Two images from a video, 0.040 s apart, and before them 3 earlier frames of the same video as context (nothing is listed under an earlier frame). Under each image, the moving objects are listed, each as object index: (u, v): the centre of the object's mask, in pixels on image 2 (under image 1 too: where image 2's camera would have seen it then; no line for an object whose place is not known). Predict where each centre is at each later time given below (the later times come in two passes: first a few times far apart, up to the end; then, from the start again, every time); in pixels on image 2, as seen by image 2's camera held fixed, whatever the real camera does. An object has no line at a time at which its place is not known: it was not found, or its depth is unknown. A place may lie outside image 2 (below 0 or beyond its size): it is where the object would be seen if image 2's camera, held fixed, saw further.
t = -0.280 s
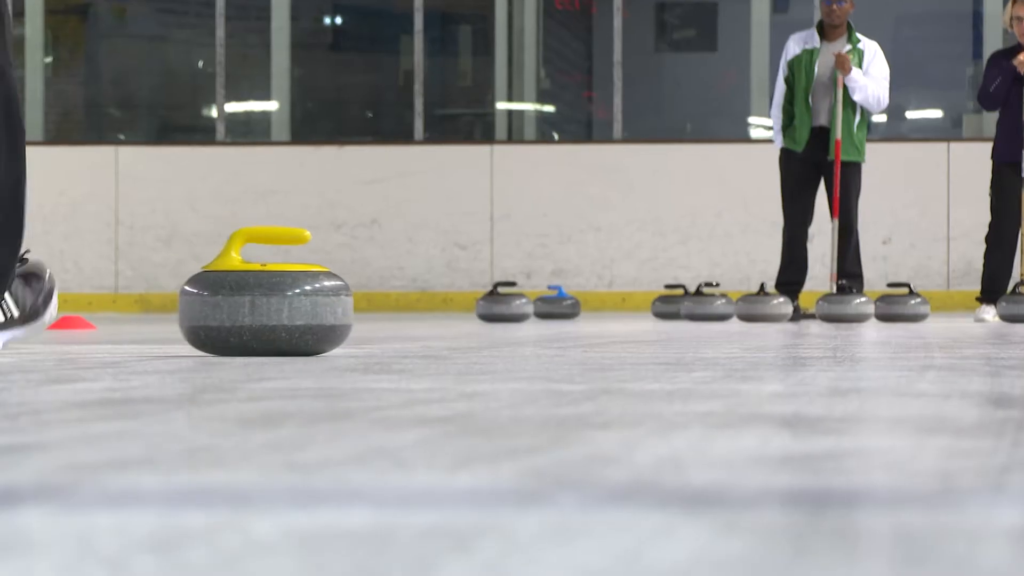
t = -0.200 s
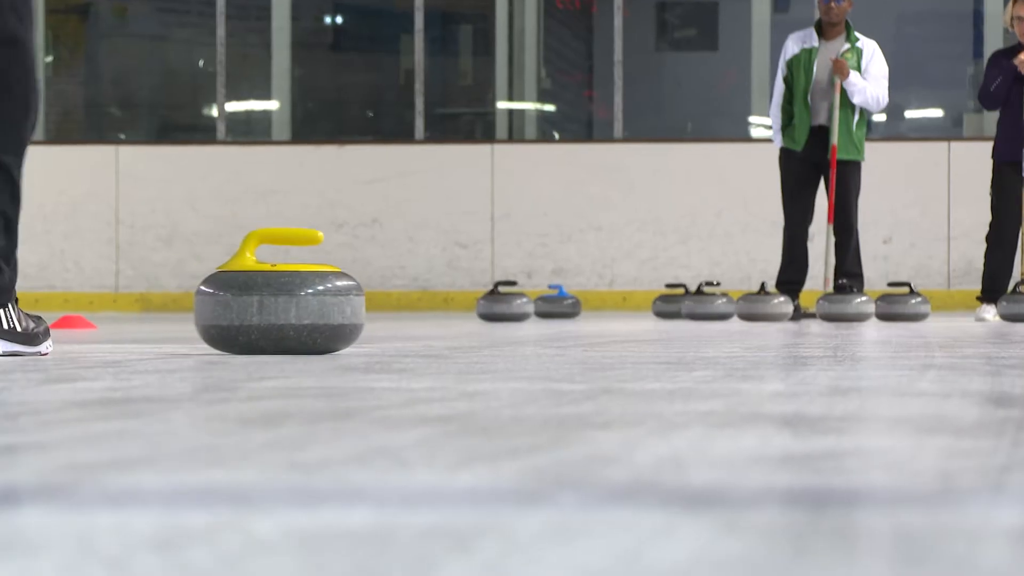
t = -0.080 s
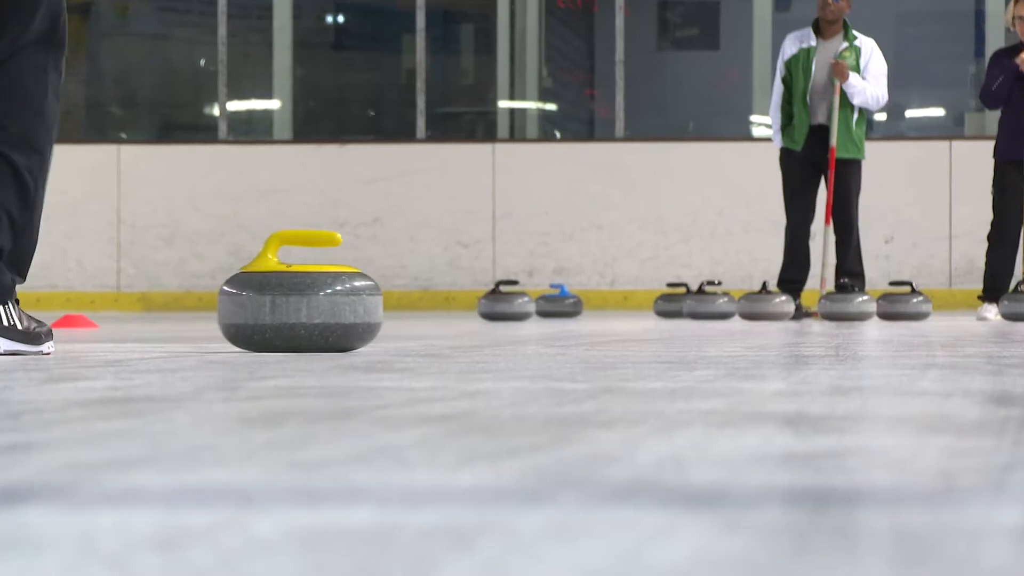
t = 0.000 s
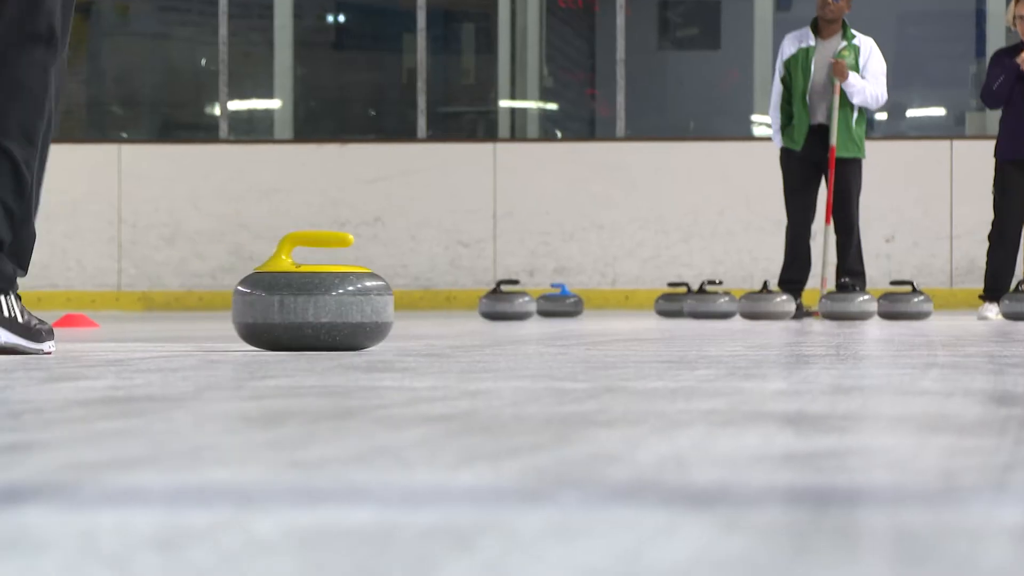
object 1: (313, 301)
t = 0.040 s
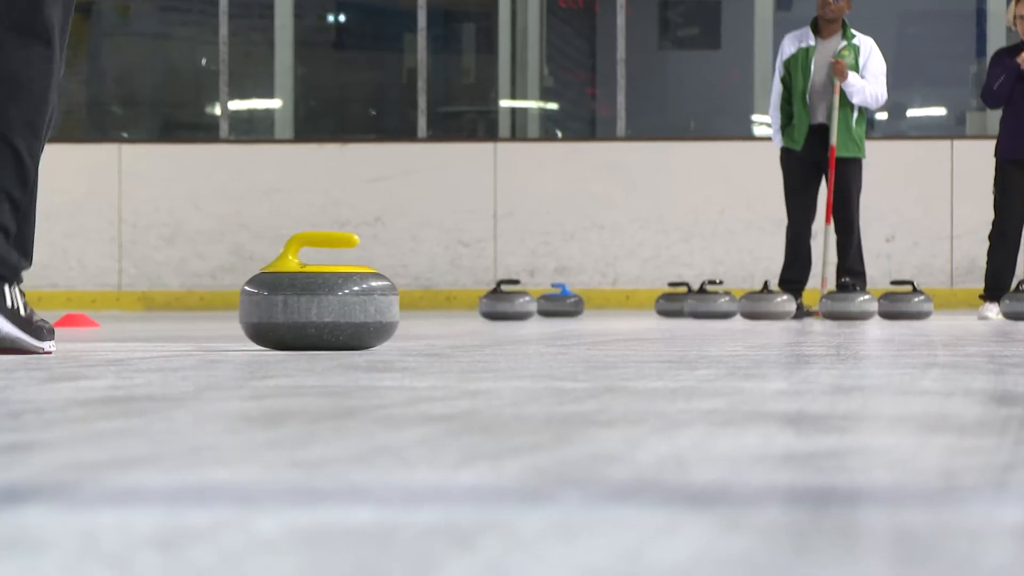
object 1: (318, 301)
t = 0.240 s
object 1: (346, 302)
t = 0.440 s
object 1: (371, 303)
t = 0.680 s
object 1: (398, 303)
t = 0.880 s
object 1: (419, 304)
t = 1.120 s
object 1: (442, 304)
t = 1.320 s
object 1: (459, 305)
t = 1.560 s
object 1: (478, 306)
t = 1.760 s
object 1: (493, 305)
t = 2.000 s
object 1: (510, 304)
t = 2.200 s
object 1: (523, 304)
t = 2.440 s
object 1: (535, 304)
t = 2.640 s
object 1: (548, 304)
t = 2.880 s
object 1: (561, 304)
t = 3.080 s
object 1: (570, 304)
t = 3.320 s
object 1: (582, 303)
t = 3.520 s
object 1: (590, 303)
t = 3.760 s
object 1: (600, 304)
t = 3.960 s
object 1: (608, 304)
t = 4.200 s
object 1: (618, 304)
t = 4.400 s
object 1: (625, 304)
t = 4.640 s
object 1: (634, 305)
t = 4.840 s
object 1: (642, 305)
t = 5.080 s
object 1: (650, 305)
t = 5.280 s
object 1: (656, 306)
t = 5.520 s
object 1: (663, 305)
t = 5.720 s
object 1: (669, 305)
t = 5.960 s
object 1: (677, 304)
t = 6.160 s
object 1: (682, 303)
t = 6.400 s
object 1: (689, 303)
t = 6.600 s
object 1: (694, 303)
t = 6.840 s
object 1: (702, 302)
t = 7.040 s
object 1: (707, 302)
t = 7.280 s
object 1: (713, 303)
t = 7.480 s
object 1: (717, 303)
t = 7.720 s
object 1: (724, 303)
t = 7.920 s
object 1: (730, 302)
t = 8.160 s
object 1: (736, 302)
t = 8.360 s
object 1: (741, 302)
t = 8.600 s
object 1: (734, 303)
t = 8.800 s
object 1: (718, 304)
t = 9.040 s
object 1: (706, 304)
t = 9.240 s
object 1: (687, 303)
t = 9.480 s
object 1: (675, 303)
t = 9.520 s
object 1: (673, 303)
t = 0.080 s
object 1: (324, 301)
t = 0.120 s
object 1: (330, 301)
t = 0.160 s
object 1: (335, 301)
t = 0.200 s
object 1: (341, 301)
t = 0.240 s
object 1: (346, 302)
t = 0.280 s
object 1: (351, 302)
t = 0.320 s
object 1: (356, 302)
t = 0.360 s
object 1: (361, 302)
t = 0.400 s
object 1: (366, 302)
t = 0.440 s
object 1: (371, 303)
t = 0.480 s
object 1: (375, 303)
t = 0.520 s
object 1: (380, 303)
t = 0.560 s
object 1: (385, 303)
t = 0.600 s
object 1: (389, 303)
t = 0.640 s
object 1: (394, 303)
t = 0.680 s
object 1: (398, 303)
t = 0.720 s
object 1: (402, 303)
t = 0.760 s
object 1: (406, 303)
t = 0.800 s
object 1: (411, 304)
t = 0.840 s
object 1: (415, 304)
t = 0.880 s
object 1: (419, 304)
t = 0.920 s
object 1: (423, 304)
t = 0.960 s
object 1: (426, 304)
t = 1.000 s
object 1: (430, 304)
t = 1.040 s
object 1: (434, 304)
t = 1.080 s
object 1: (438, 304)
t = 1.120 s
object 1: (442, 304)
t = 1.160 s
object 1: (445, 305)
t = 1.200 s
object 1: (449, 305)
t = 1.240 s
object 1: (452, 305)
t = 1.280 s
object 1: (456, 305)
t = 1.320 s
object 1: (459, 305)
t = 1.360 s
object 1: (463, 305)
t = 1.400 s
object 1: (466, 305)
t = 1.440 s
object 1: (469, 305)
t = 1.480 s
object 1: (473, 306)
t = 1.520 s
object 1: (476, 306)
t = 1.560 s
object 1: (478, 306)
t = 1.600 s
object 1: (481, 305)
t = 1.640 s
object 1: (485, 305)
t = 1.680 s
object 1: (487, 305)
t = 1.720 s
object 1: (490, 305)
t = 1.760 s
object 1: (493, 305)
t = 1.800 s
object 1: (496, 305)
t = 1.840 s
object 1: (499, 305)
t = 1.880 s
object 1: (502, 305)
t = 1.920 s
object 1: (505, 304)
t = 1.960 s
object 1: (507, 304)
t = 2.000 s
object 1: (510, 304)
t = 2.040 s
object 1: (513, 305)
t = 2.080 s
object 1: (515, 305)
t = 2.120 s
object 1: (518, 304)
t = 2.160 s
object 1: (520, 304)
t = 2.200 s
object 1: (523, 304)
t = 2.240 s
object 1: (525, 304)
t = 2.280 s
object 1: (527, 304)
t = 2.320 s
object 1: (530, 304)
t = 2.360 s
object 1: (532, 304)
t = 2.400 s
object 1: (534, 304)
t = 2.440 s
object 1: (535, 304)
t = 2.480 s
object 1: (540, 304)
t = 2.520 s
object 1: (541, 304)
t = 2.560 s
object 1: (544, 304)
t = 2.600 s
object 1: (546, 304)
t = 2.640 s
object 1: (548, 304)
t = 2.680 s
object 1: (550, 304)
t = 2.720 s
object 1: (552, 304)
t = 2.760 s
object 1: (554, 304)
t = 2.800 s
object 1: (556, 304)
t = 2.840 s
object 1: (559, 304)
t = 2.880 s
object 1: (561, 304)
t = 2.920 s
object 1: (563, 304)
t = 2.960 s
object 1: (565, 303)
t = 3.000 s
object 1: (566, 303)
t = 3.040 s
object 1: (568, 303)
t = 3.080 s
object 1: (570, 304)
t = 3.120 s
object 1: (573, 303)
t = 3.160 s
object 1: (574, 304)
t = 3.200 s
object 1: (576, 303)
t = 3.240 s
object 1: (578, 304)
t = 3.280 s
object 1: (580, 303)
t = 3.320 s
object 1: (582, 303)
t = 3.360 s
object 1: (583, 303)
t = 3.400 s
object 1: (585, 304)
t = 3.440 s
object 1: (586, 303)
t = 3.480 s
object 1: (588, 303)
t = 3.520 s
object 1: (590, 303)
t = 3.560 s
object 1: (591, 303)
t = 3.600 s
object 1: (593, 303)
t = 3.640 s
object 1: (595, 304)
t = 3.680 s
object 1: (597, 304)
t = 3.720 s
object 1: (599, 304)
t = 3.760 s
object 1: (600, 304)
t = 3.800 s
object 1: (602, 304)
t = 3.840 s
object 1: (604, 304)
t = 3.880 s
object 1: (605, 304)
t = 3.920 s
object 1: (607, 304)
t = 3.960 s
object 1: (608, 304)
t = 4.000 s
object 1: (610, 304)
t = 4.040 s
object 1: (611, 304)
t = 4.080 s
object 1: (613, 304)
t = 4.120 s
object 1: (614, 304)
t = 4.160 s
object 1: (616, 304)
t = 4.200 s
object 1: (618, 304)
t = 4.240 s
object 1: (619, 304)
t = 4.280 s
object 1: (620, 304)
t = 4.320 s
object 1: (622, 304)
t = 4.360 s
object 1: (623, 304)
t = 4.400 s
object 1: (625, 304)
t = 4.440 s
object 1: (626, 305)
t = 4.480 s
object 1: (628, 305)
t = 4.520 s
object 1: (629, 304)
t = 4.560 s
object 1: (631, 304)
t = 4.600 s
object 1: (632, 305)
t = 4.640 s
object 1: (634, 305)
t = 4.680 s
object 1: (636, 305)
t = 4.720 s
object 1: (637, 305)
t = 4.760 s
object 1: (638, 305)
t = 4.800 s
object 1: (640, 305)
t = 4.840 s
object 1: (642, 305)
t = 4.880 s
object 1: (643, 305)
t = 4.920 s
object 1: (645, 305)
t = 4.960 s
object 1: (646, 305)
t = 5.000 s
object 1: (648, 305)
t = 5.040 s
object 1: (649, 305)
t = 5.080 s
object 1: (650, 305)
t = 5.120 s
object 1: (651, 305)
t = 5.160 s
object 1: (652, 305)
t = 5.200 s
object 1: (653, 305)
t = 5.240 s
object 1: (654, 306)
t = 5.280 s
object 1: (656, 306)
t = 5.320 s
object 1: (657, 305)
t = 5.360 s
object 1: (658, 305)
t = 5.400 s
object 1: (659, 305)
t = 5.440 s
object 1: (661, 305)
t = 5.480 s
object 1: (662, 305)
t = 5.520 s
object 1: (663, 305)
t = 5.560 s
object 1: (664, 305)
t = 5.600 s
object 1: (666, 305)
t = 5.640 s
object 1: (667, 305)
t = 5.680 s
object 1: (668, 305)
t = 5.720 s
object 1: (669, 305)
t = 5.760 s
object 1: (671, 304)
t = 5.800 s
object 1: (672, 304)
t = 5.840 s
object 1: (673, 304)
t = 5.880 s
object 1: (674, 304)
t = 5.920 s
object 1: (676, 304)
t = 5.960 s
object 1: (677, 304)
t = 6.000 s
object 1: (678, 304)
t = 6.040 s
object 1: (679, 304)
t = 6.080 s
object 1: (680, 304)
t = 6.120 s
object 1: (681, 303)
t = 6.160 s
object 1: (682, 303)
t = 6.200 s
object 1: (683, 303)
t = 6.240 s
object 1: (685, 304)
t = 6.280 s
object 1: (686, 304)
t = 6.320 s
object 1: (687, 303)
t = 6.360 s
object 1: (688, 303)
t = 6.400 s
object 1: (689, 303)
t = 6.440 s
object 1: (690, 303)
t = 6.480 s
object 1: (691, 303)
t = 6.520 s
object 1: (692, 303)
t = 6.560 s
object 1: (693, 303)
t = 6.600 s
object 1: (694, 303)
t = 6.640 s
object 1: (694, 303)
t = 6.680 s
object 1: (698, 303)
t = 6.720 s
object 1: (699, 303)
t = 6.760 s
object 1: (700, 302)
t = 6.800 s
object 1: (701, 302)
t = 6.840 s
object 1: (702, 302)
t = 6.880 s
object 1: (703, 302)
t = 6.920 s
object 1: (705, 302)
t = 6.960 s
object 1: (705, 302)
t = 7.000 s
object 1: (706, 302)
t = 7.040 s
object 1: (707, 302)
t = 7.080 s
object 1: (708, 303)
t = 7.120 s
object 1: (709, 303)
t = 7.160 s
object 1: (710, 302)
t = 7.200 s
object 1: (711, 302)
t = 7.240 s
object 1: (712, 302)
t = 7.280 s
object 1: (713, 303)
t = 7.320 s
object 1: (714, 303)
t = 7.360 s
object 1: (715, 303)
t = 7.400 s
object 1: (716, 303)
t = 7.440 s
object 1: (717, 303)
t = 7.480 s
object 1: (717, 303)
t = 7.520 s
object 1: (719, 303)
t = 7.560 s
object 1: (719, 303)
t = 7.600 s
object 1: (720, 303)
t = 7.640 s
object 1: (721, 303)
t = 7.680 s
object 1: (723, 303)
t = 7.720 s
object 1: (724, 303)
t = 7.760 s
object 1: (724, 303)
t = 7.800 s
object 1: (725, 303)
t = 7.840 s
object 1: (728, 303)
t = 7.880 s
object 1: (728, 303)
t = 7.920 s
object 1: (730, 302)
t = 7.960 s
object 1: (731, 302)
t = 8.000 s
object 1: (732, 303)
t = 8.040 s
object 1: (733, 302)
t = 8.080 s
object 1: (734, 302)
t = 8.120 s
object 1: (735, 302)
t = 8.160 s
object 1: (736, 302)
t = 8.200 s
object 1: (737, 303)
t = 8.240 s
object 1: (738, 303)
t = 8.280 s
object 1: (739, 303)
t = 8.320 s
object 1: (740, 303)
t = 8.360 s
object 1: (741, 302)
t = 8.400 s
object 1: (742, 302)
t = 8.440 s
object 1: (743, 302)
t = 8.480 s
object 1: (744, 302)
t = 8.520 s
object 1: (741, 303)
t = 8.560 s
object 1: (737, 303)
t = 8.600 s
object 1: (734, 303)
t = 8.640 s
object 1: (731, 304)
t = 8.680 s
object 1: (726, 304)
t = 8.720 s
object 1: (723, 304)
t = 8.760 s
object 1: (719, 304)
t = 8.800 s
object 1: (718, 304)
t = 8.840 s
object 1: (715, 304)
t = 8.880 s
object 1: (713, 304)
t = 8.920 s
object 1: (711, 304)
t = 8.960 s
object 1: (709, 304)
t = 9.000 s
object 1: (708, 304)
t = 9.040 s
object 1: (706, 304)
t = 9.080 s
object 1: (705, 304)
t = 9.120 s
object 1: (696, 304)
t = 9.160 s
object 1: (693, 304)
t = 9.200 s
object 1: (689, 303)
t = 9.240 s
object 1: (687, 303)
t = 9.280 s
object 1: (686, 303)
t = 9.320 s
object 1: (684, 303)
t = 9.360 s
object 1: (681, 303)
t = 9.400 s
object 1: (679, 303)
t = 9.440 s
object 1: (677, 303)
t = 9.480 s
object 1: (675, 303)
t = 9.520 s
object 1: (673, 303)
